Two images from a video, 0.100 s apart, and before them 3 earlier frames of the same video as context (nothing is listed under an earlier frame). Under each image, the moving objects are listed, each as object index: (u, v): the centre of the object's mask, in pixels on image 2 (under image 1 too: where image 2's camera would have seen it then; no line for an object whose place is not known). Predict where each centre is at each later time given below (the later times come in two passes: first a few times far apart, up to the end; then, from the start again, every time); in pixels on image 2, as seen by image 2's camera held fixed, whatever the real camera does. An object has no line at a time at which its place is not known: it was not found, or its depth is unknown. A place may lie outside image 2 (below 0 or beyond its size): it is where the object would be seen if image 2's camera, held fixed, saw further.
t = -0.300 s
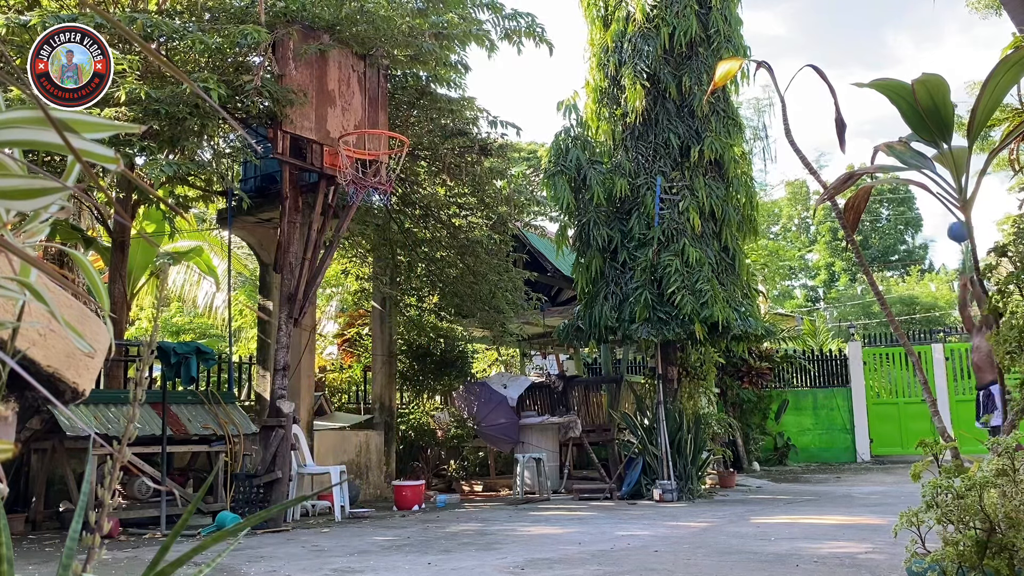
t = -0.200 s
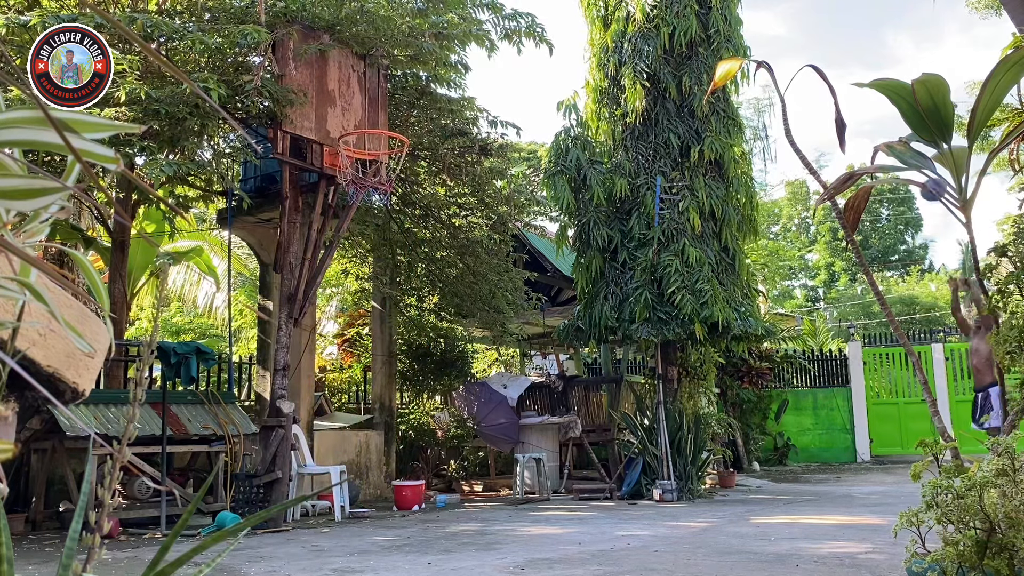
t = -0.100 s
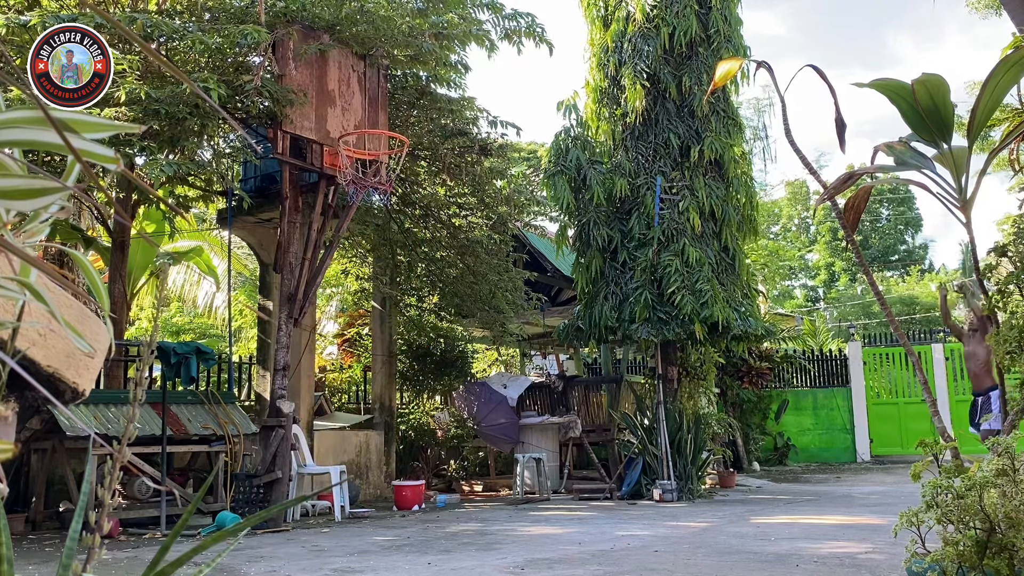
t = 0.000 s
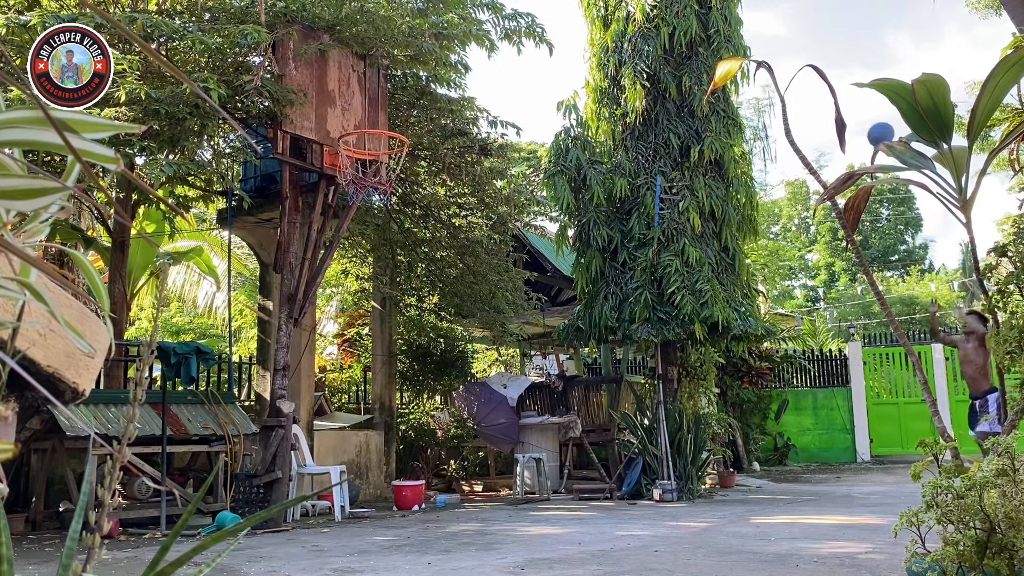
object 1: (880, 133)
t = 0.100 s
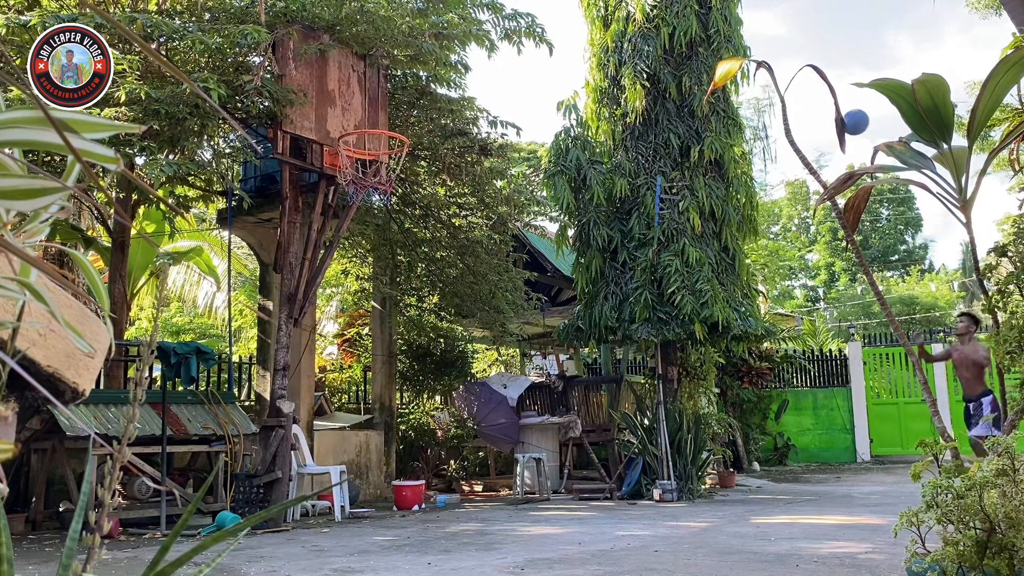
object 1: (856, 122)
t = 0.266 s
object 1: (813, 123)
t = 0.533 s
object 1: (745, 190)
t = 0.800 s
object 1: (676, 349)
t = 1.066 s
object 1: (619, 418)
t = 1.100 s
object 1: (614, 392)
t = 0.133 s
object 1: (851, 119)
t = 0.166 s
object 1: (837, 118)
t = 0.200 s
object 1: (827, 119)
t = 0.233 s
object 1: (822, 120)
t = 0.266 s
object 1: (813, 123)
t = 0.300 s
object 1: (805, 127)
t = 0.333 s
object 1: (800, 131)
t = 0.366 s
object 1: (787, 139)
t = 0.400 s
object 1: (778, 146)
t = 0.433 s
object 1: (771, 155)
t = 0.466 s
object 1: (762, 165)
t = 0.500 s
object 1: (754, 177)
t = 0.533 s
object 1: (745, 190)
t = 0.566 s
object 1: (737, 204)
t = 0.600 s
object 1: (728, 219)
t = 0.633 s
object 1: (719, 237)
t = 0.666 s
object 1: (711, 256)
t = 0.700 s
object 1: (703, 277)
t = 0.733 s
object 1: (694, 299)
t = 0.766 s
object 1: (685, 324)
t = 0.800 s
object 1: (676, 349)
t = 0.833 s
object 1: (668, 377)
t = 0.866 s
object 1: (658, 407)
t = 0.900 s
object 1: (648, 439)
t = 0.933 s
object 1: (640, 475)
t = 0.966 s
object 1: (632, 505)
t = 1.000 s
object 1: (627, 476)
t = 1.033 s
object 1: (623, 447)
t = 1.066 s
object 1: (619, 418)
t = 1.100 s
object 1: (614, 392)
